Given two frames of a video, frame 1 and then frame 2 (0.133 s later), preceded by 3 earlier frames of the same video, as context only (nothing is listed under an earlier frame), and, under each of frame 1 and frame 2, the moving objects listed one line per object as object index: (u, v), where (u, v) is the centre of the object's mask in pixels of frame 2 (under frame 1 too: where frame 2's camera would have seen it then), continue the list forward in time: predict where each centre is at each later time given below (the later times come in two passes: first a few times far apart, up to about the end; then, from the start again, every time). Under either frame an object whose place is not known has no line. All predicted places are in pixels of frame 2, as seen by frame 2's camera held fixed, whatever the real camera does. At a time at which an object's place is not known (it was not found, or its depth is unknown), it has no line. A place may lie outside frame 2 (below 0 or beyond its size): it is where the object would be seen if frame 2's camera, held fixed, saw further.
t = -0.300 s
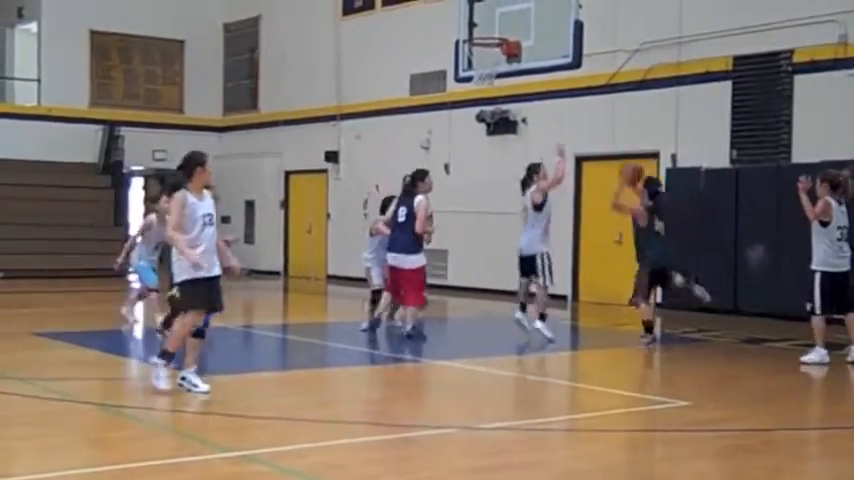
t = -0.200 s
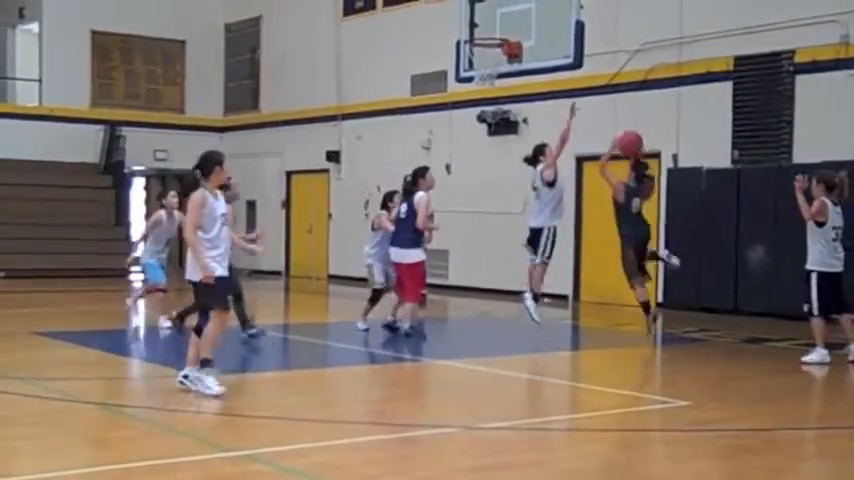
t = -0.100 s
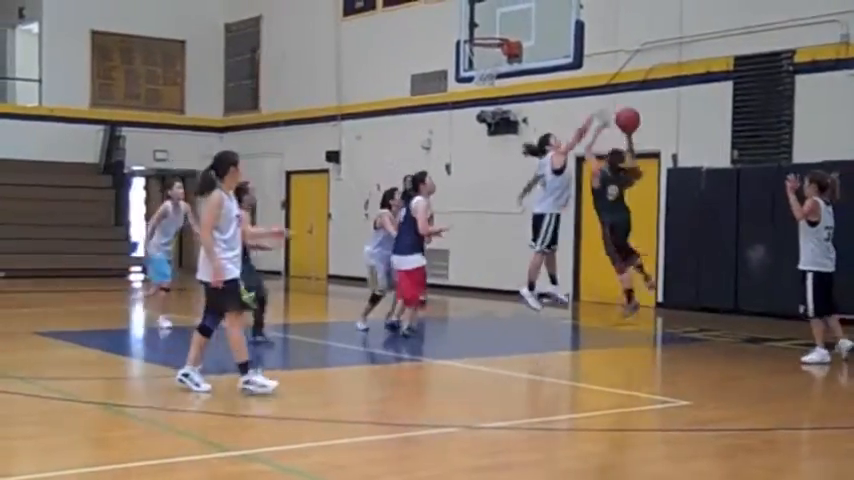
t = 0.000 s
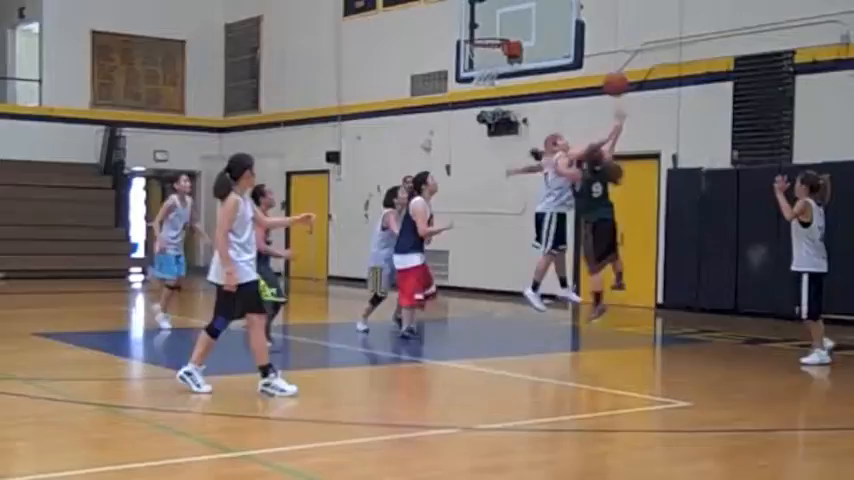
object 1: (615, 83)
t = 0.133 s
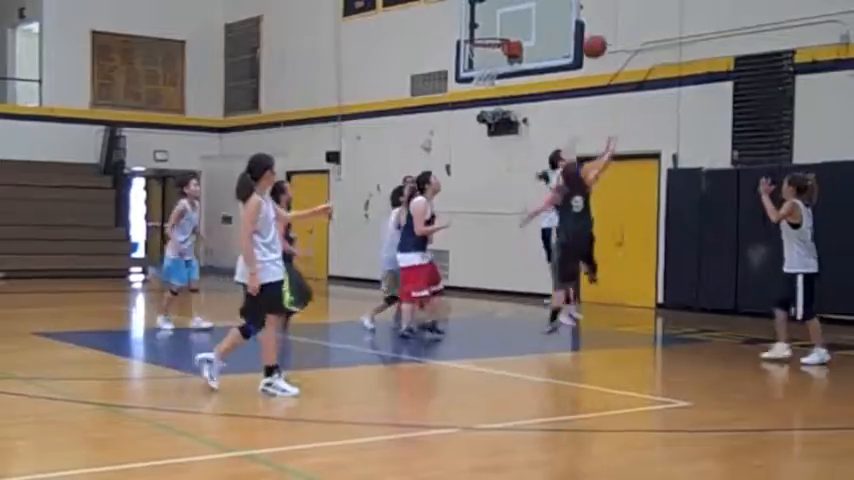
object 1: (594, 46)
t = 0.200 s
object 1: (584, 34)
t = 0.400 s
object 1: (553, 27)
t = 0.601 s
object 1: (524, 56)
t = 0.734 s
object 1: (503, 95)
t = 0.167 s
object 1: (588, 39)
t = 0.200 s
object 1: (584, 34)
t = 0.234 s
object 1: (579, 30)
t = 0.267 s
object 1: (573, 27)
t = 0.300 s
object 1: (570, 25)
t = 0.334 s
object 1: (563, 25)
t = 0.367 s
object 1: (558, 26)
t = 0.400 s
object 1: (553, 27)
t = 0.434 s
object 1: (548, 29)
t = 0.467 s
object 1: (543, 33)
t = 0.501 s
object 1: (538, 37)
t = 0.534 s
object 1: (533, 42)
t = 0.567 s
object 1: (530, 49)
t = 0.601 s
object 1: (524, 56)
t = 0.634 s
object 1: (518, 63)
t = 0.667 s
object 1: (513, 74)
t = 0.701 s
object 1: (508, 84)
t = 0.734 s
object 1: (503, 95)
